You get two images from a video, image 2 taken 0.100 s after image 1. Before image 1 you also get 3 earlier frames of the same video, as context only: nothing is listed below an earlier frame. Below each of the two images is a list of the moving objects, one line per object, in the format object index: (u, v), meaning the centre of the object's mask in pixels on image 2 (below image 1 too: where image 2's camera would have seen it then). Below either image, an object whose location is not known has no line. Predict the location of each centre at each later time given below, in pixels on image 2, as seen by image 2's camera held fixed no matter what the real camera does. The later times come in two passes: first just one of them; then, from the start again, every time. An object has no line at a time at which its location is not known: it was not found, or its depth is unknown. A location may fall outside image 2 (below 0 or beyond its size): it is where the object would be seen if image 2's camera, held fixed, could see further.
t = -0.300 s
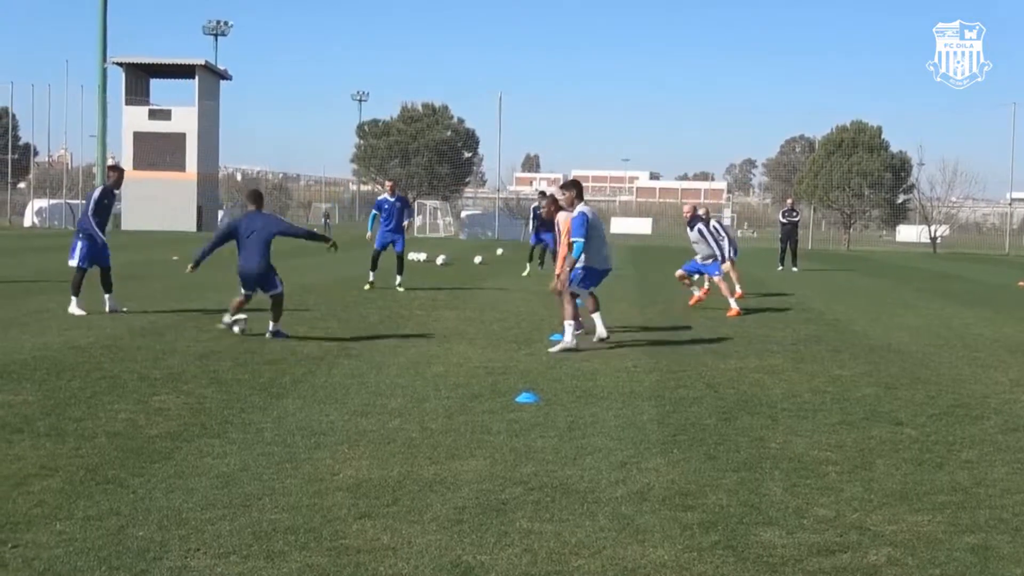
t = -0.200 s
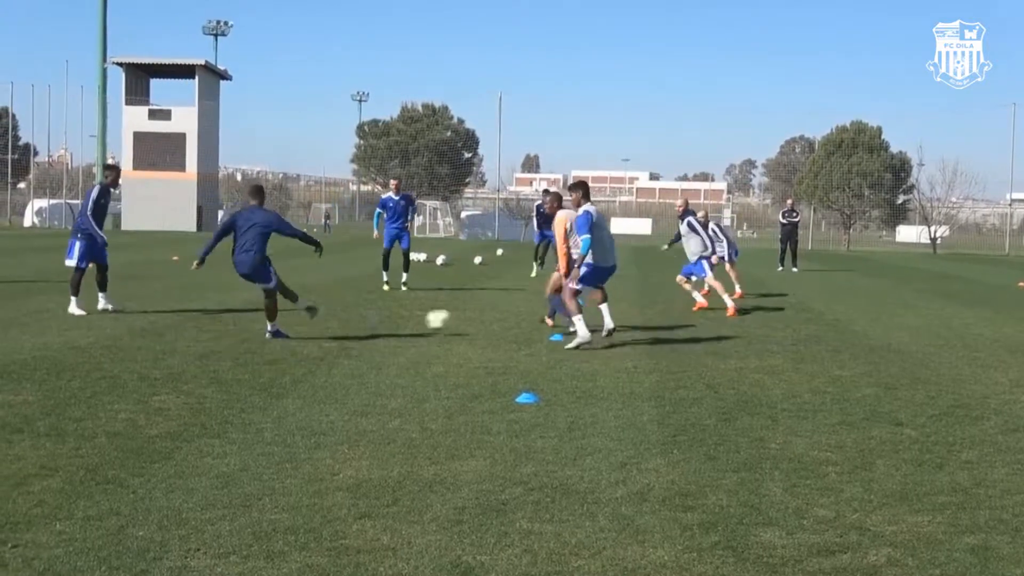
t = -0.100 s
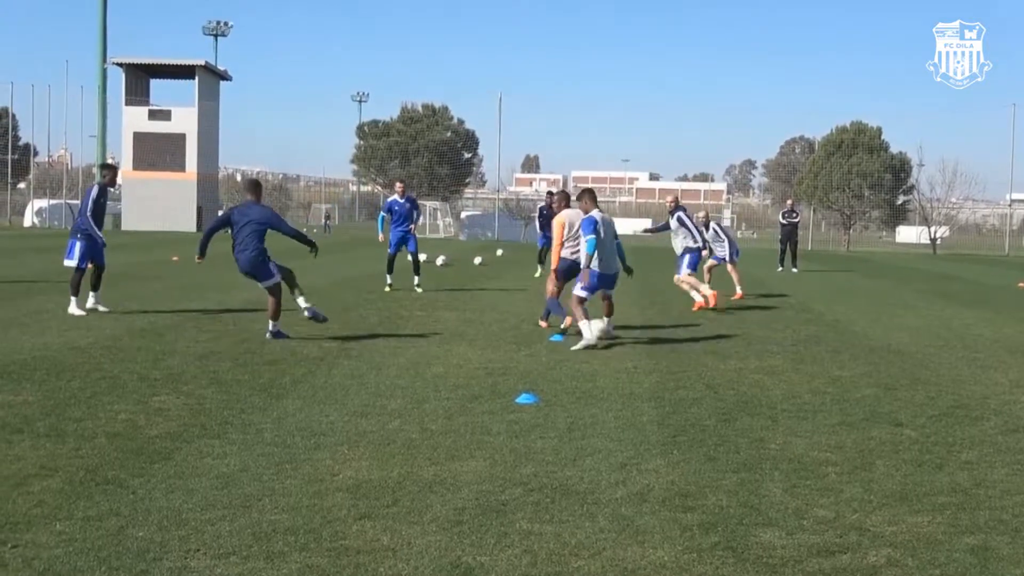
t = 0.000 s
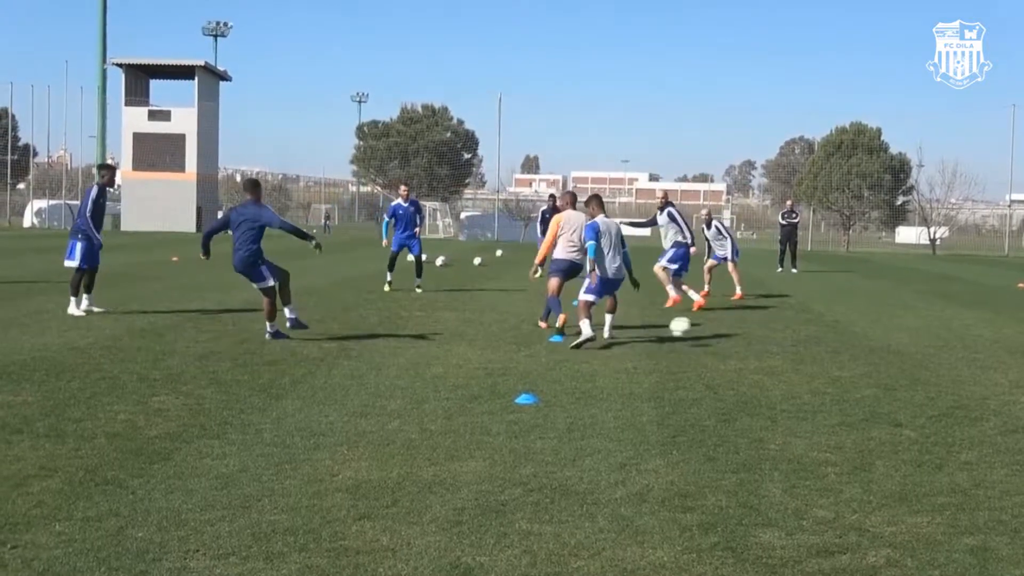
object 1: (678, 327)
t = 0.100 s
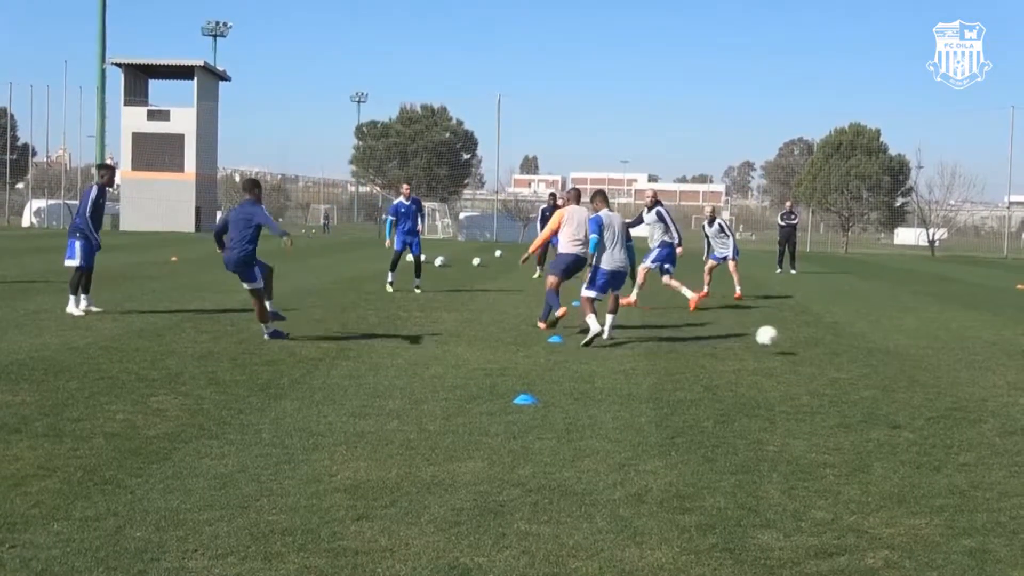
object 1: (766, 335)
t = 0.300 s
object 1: (923, 338)
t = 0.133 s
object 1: (796, 341)
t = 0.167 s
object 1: (826, 347)
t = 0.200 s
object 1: (853, 347)
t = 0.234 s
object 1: (877, 343)
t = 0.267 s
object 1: (900, 340)
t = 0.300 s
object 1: (923, 338)
